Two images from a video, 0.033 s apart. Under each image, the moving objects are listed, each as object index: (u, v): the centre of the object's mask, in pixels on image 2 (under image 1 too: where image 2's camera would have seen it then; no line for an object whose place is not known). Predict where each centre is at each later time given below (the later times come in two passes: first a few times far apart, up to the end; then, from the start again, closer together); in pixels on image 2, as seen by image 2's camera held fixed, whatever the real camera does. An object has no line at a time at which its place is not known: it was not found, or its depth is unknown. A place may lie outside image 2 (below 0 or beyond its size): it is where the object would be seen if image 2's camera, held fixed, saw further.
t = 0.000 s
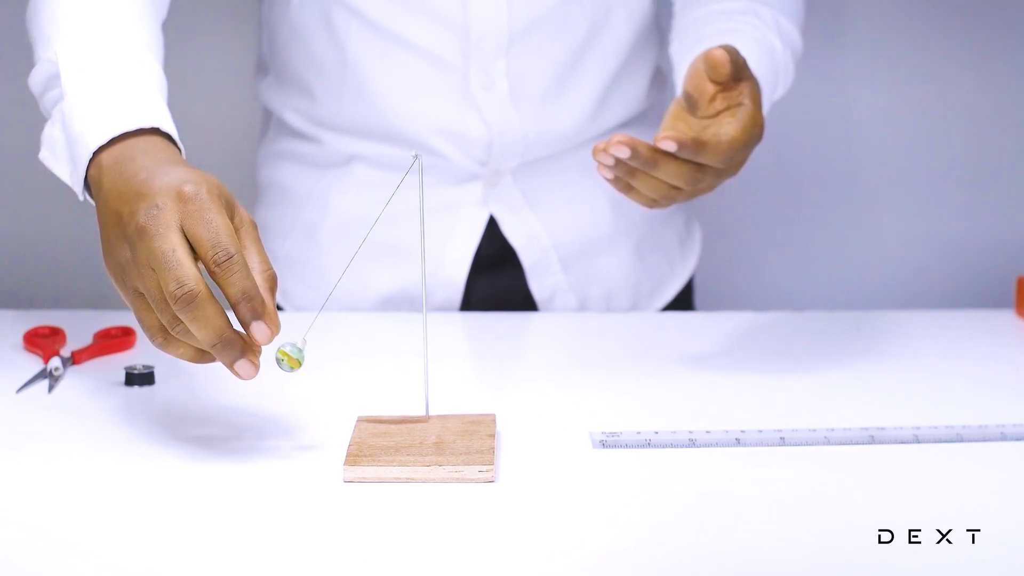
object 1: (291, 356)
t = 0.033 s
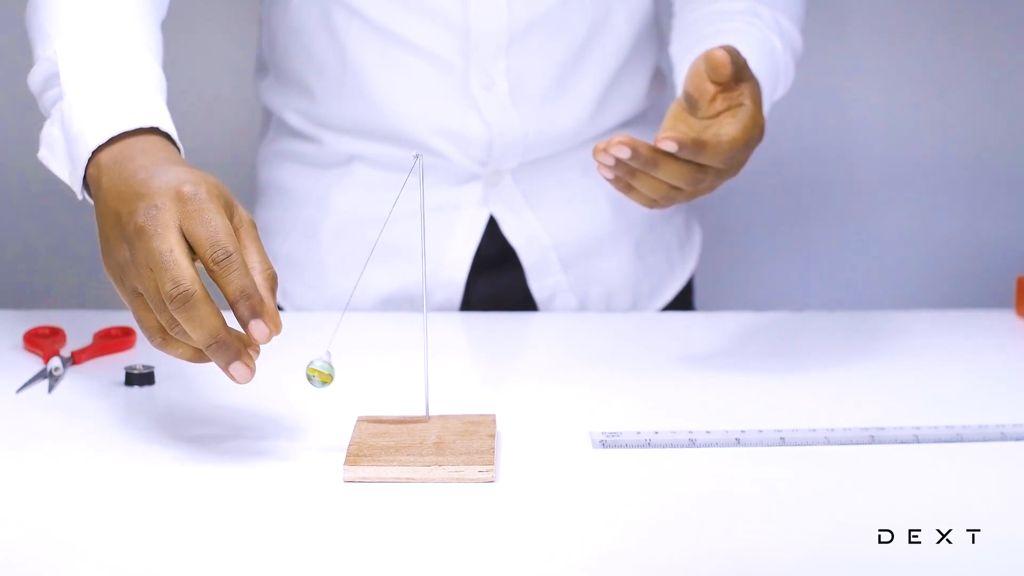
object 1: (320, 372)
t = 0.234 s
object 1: (559, 354)
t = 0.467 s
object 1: (452, 393)
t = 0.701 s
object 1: (265, 339)
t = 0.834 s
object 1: (372, 392)
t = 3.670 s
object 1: (274, 350)
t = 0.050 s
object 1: (340, 380)
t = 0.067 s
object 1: (360, 388)
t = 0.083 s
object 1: (383, 392)
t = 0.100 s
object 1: (406, 396)
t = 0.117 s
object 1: (430, 396)
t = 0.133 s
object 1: (454, 393)
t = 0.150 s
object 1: (477, 389)
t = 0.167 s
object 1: (498, 383)
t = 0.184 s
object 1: (517, 377)
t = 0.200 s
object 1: (533, 369)
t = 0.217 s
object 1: (547, 361)
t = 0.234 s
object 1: (559, 354)
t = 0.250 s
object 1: (568, 348)
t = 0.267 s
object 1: (574, 343)
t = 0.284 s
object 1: (577, 339)
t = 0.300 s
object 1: (578, 338)
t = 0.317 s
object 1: (577, 339)
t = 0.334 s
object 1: (573, 342)
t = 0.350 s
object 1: (567, 347)
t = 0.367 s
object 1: (558, 352)
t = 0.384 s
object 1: (547, 361)
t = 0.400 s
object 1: (533, 368)
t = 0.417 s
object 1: (516, 376)
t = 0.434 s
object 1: (496, 383)
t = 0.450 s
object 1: (475, 389)
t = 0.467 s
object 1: (452, 393)
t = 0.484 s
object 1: (428, 394)
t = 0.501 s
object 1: (405, 394)
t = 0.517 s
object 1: (381, 391)
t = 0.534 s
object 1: (359, 386)
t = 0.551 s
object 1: (339, 380)
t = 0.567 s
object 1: (321, 373)
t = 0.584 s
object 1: (305, 365)
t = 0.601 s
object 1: (292, 357)
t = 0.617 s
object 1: (281, 350)
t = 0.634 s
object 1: (273, 344)
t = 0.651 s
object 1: (267, 340)
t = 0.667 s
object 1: (264, 337)
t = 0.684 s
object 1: (263, 337)
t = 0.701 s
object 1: (265, 339)
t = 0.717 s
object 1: (269, 342)
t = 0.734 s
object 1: (275, 348)
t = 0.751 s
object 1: (285, 355)
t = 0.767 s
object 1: (297, 363)
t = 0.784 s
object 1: (312, 371)
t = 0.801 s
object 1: (330, 379)
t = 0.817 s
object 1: (350, 386)
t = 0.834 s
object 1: (372, 392)
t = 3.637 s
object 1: (291, 361)
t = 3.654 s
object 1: (281, 355)
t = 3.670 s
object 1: (274, 350)
